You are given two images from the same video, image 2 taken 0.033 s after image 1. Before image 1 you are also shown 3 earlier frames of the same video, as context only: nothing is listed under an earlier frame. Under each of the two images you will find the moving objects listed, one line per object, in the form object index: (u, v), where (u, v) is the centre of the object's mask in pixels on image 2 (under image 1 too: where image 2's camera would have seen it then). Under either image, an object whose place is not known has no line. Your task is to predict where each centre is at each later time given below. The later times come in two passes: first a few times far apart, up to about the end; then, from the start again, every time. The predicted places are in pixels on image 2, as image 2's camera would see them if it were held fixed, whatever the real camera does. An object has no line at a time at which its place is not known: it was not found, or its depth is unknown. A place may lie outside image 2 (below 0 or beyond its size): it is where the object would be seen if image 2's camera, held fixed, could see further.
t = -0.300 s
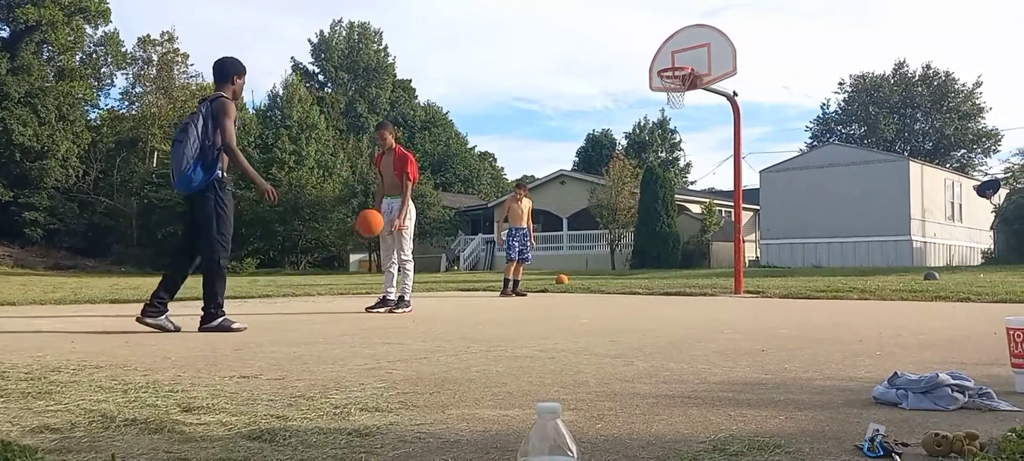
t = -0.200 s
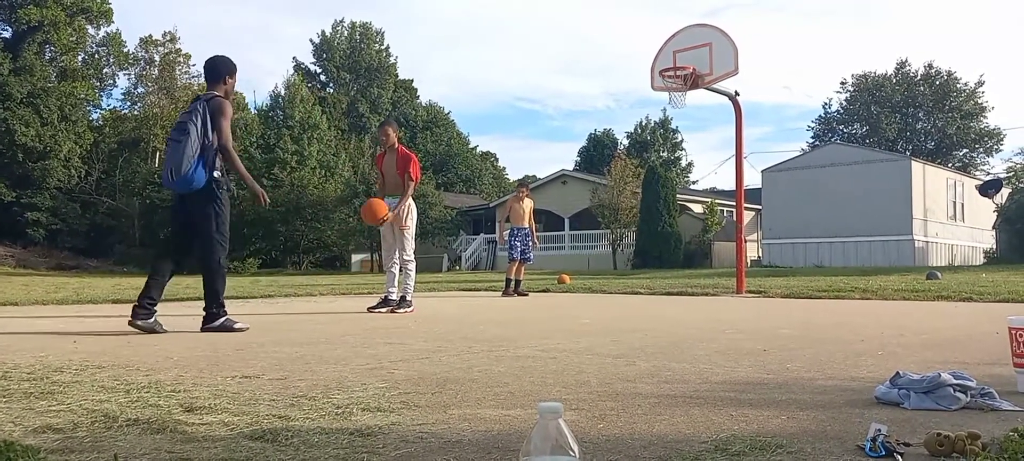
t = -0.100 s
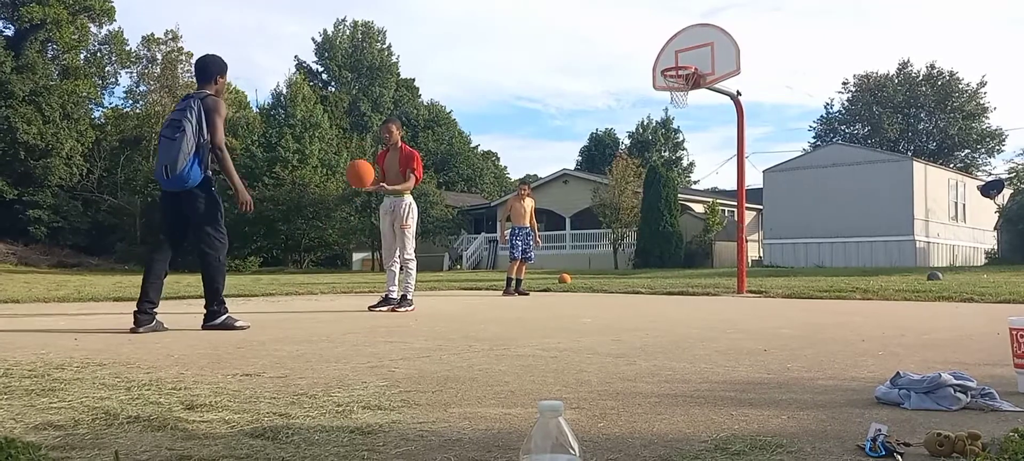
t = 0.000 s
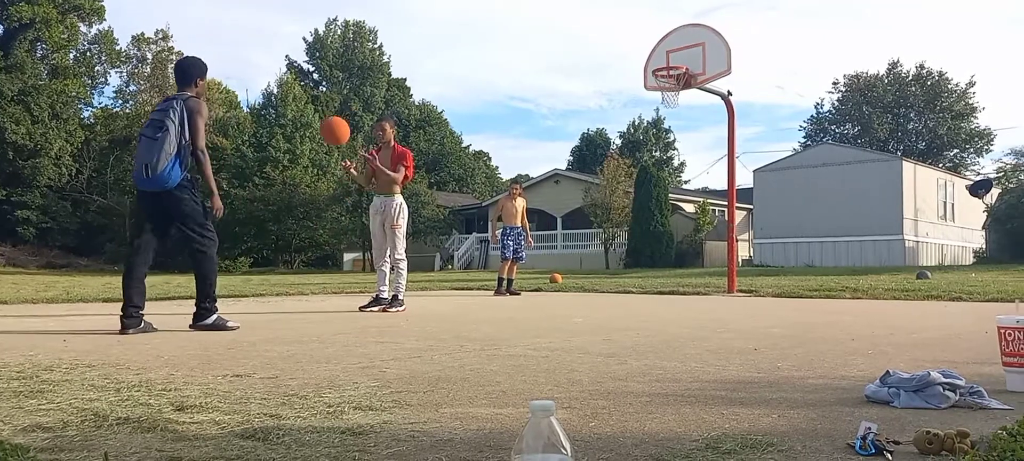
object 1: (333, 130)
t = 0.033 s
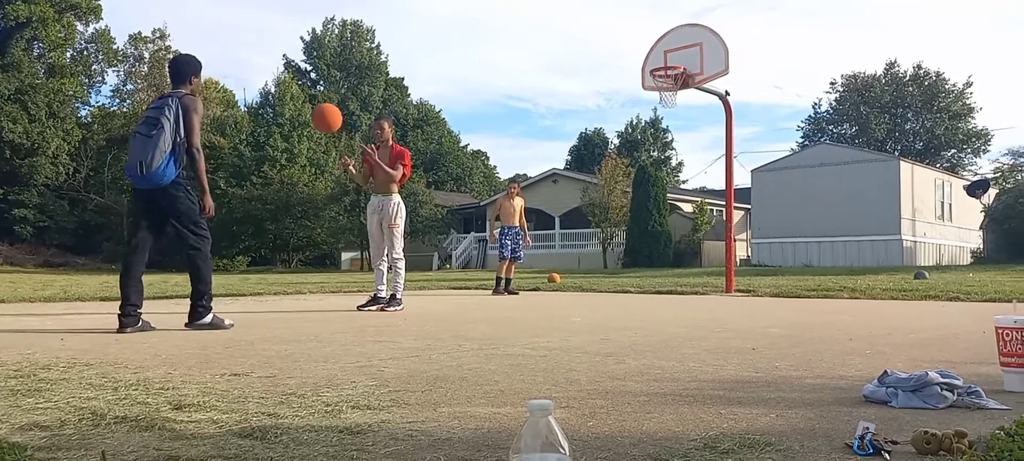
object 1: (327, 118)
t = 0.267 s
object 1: (282, 62)
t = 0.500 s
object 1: (232, 77)
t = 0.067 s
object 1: (321, 107)
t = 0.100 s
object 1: (315, 95)
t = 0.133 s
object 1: (309, 87)
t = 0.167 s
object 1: (302, 79)
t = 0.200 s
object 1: (296, 72)
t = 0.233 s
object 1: (290, 67)
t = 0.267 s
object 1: (282, 62)
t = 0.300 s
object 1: (276, 60)
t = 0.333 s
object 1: (269, 60)
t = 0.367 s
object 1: (261, 60)
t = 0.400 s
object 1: (254, 62)
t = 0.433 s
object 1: (247, 65)
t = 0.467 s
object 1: (239, 70)
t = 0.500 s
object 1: (232, 77)
